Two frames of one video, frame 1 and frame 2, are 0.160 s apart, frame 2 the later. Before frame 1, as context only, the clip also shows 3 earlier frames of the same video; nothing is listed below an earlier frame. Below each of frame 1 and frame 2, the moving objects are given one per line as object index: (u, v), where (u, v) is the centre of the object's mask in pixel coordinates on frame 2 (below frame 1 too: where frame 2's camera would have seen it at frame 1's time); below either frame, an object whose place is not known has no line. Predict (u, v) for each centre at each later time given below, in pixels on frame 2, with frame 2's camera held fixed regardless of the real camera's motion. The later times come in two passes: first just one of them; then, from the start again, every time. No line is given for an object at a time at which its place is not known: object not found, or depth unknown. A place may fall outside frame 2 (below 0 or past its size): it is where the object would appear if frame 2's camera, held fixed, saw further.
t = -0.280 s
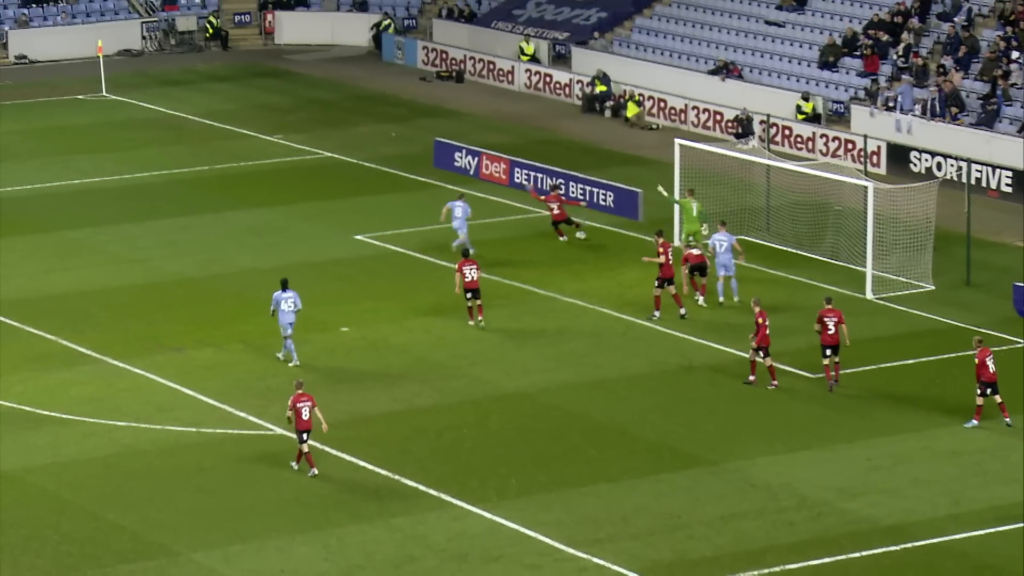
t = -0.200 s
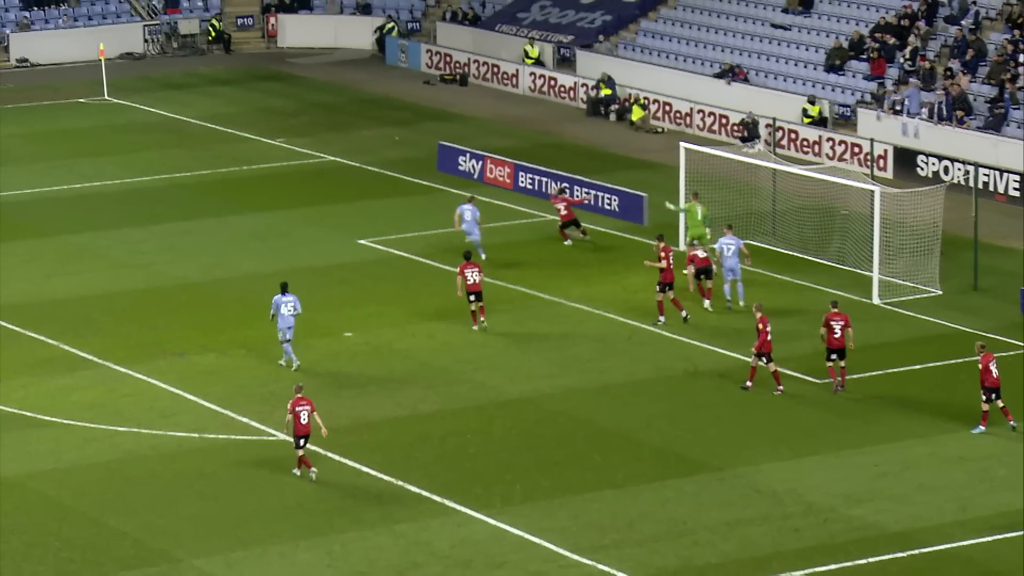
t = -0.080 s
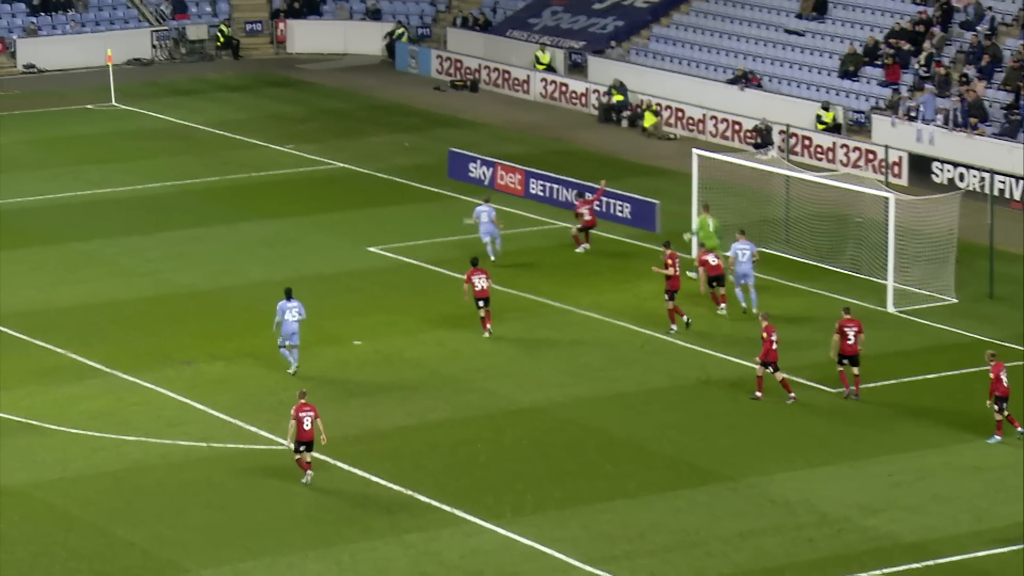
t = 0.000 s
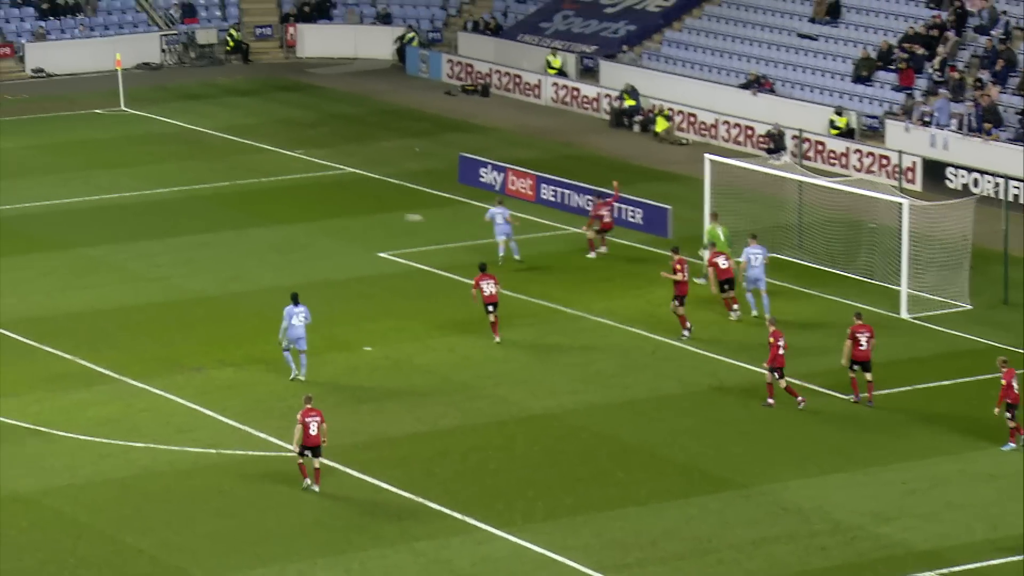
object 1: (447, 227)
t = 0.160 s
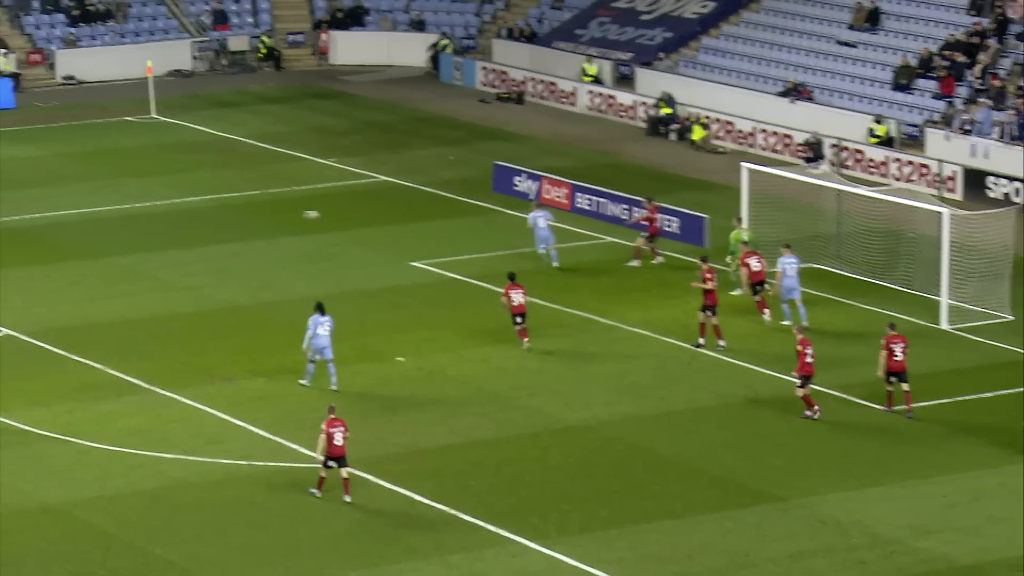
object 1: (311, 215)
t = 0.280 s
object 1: (214, 212)
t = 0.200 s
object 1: (278, 213)
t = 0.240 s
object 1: (246, 212)
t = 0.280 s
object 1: (214, 212)
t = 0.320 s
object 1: (182, 212)
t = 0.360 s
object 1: (150, 213)
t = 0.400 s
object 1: (119, 214)
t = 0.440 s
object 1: (88, 217)
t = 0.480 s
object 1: (57, 220)
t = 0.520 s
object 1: (27, 223)
